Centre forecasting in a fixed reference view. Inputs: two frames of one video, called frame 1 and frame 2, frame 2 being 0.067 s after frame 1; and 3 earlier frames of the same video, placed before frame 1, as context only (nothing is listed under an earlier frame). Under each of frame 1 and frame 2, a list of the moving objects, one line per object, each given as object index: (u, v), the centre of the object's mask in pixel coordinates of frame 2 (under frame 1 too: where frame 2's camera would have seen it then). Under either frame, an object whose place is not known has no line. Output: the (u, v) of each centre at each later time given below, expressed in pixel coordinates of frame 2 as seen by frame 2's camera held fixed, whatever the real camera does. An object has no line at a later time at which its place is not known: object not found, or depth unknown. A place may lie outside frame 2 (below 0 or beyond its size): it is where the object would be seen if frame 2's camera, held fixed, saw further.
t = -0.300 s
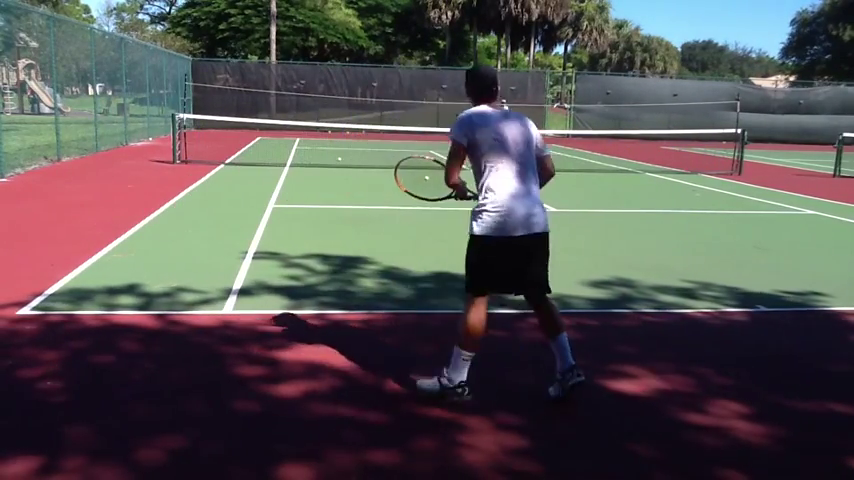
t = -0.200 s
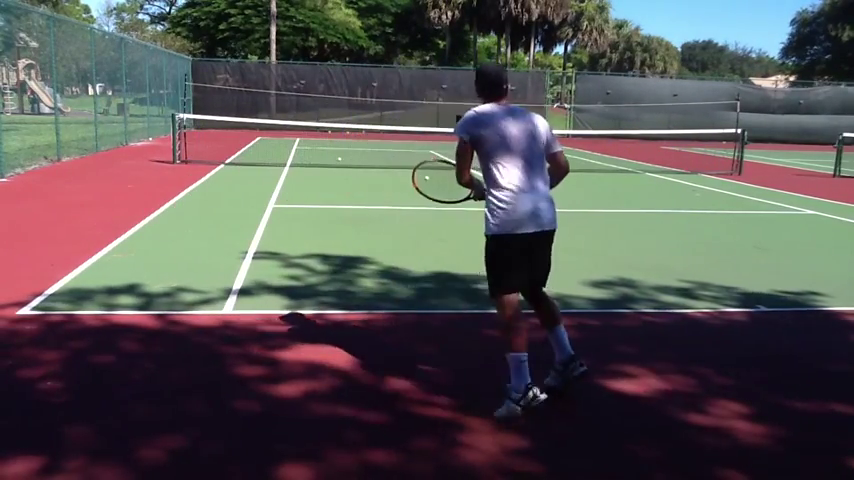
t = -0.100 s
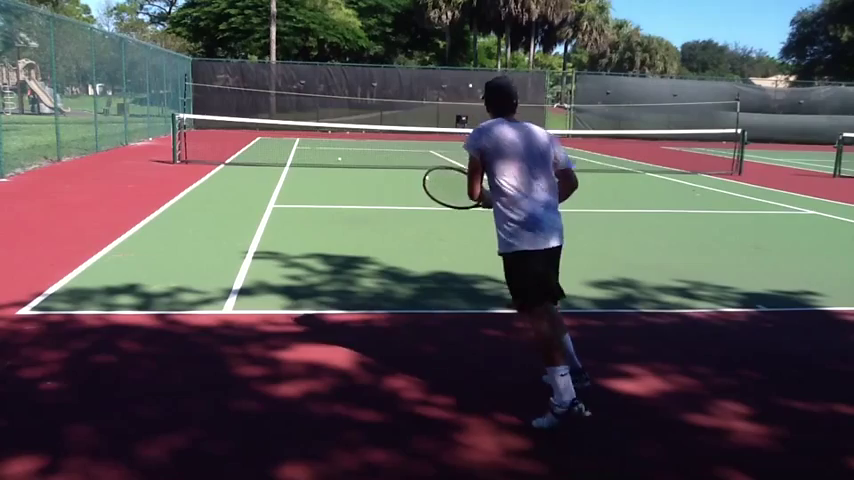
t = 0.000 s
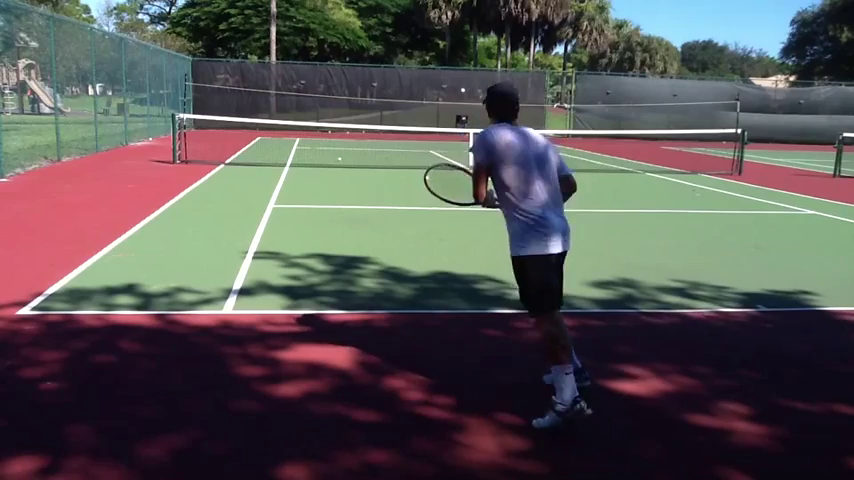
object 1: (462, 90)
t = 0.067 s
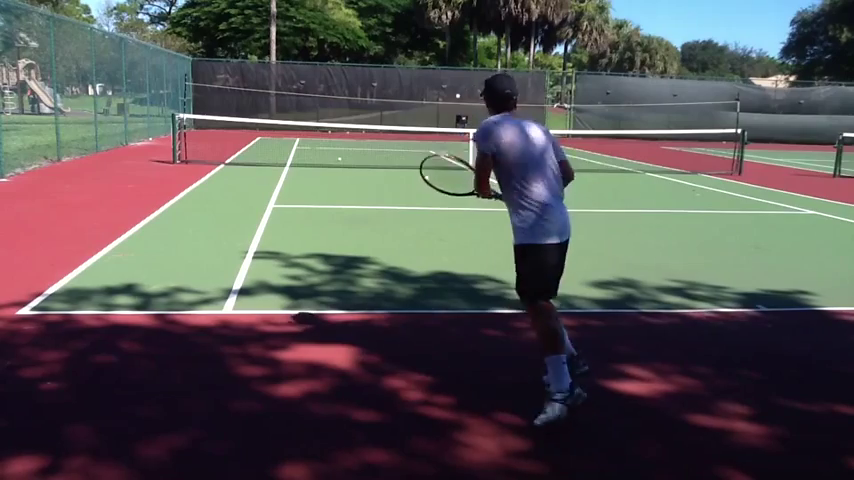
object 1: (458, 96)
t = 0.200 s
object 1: (447, 115)
